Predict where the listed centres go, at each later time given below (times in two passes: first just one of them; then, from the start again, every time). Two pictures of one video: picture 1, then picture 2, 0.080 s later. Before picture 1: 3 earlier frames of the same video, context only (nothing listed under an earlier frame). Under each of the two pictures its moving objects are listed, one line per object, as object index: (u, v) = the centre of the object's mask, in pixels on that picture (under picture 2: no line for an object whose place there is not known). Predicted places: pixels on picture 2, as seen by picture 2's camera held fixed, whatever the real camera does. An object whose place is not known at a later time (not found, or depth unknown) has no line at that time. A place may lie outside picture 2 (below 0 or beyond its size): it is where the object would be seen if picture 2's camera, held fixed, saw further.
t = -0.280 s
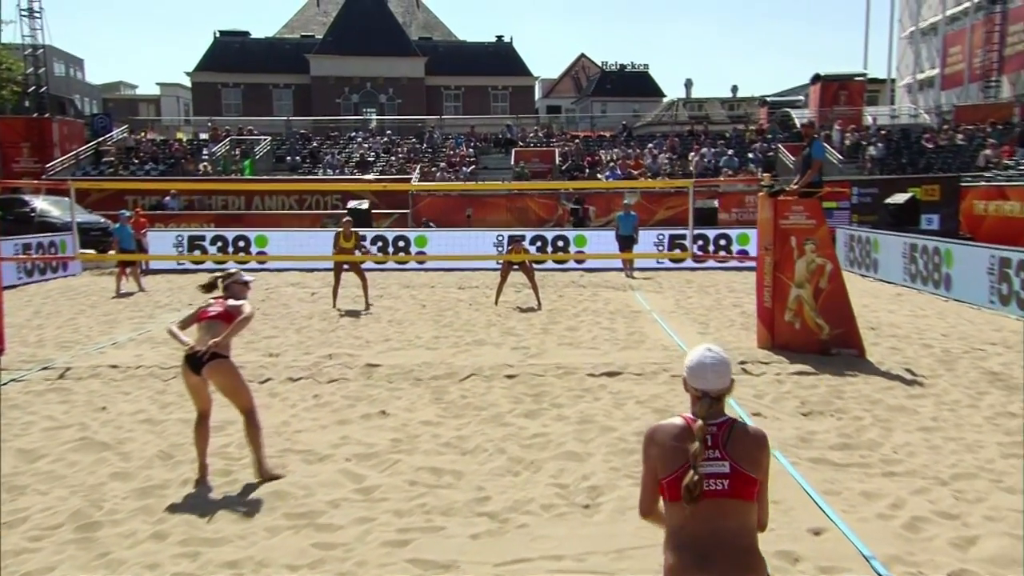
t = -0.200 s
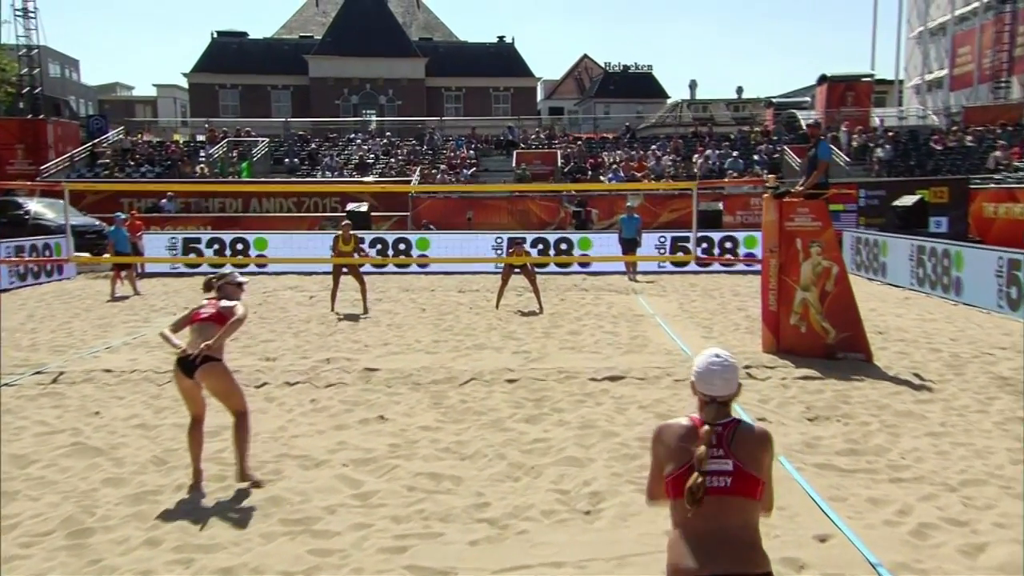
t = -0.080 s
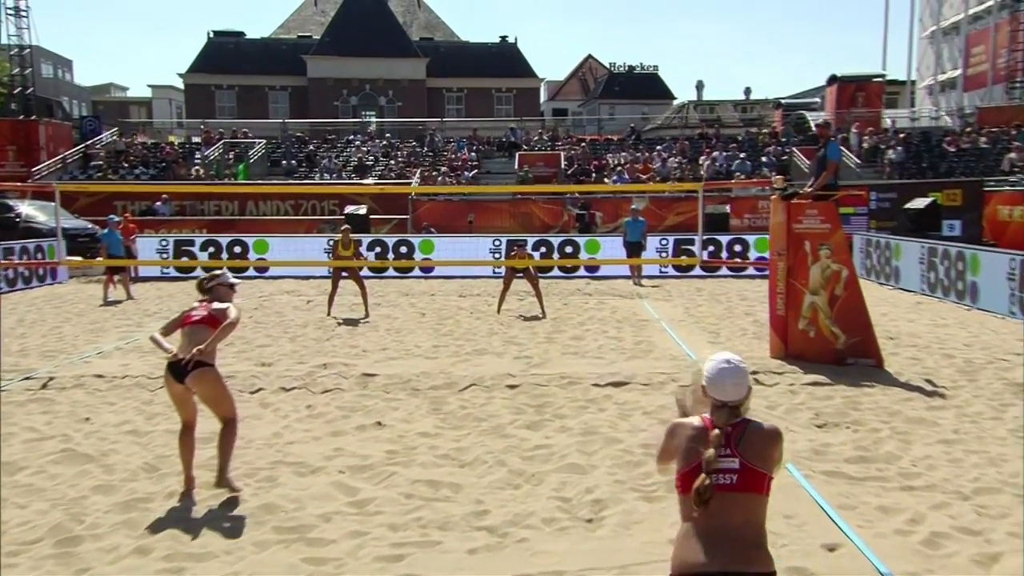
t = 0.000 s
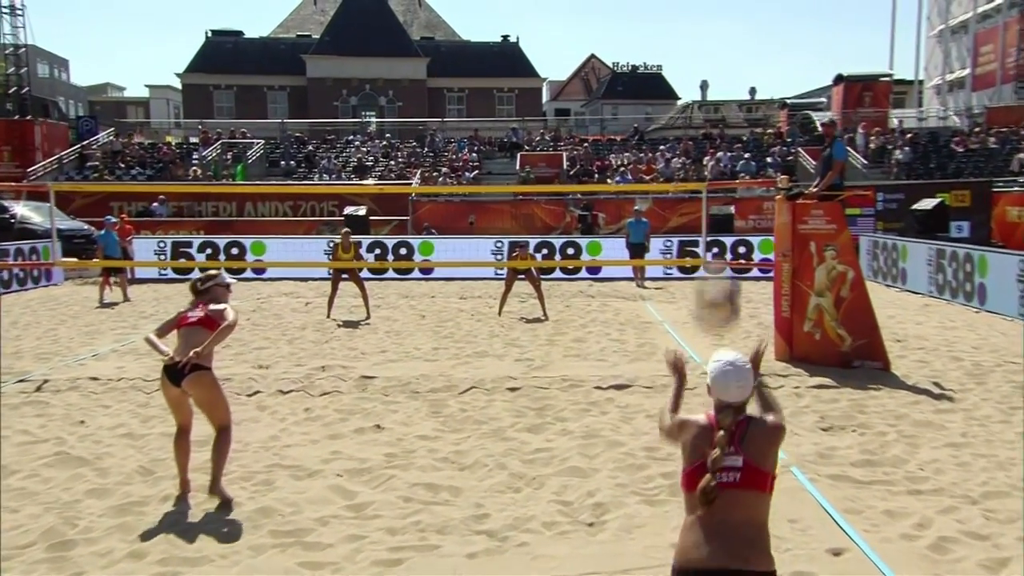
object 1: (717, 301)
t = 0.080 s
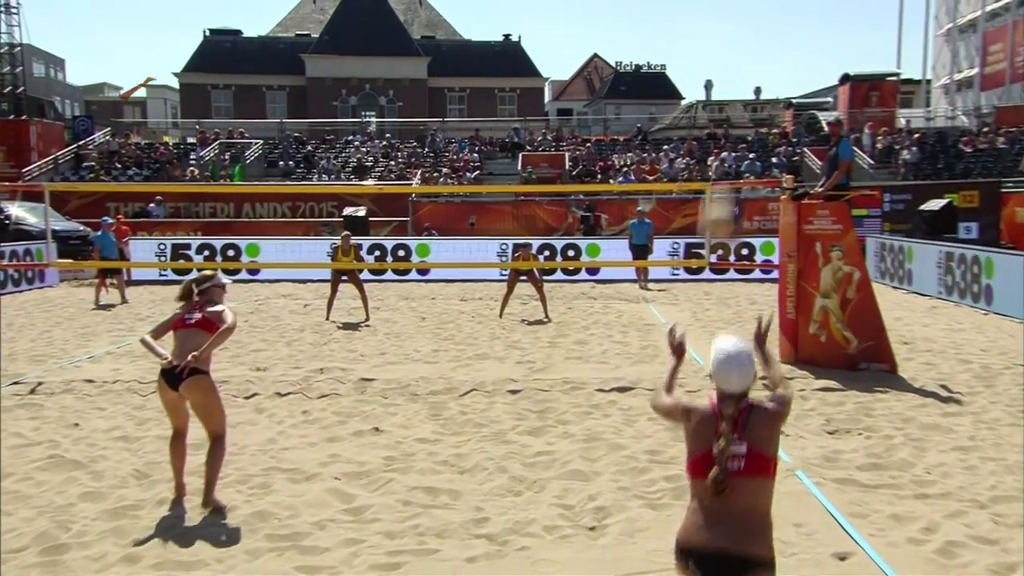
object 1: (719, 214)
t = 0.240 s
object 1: (729, 107)
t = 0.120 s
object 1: (721, 182)
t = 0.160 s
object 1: (724, 153)
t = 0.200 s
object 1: (728, 127)
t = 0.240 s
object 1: (729, 107)
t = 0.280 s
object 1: (729, 90)
